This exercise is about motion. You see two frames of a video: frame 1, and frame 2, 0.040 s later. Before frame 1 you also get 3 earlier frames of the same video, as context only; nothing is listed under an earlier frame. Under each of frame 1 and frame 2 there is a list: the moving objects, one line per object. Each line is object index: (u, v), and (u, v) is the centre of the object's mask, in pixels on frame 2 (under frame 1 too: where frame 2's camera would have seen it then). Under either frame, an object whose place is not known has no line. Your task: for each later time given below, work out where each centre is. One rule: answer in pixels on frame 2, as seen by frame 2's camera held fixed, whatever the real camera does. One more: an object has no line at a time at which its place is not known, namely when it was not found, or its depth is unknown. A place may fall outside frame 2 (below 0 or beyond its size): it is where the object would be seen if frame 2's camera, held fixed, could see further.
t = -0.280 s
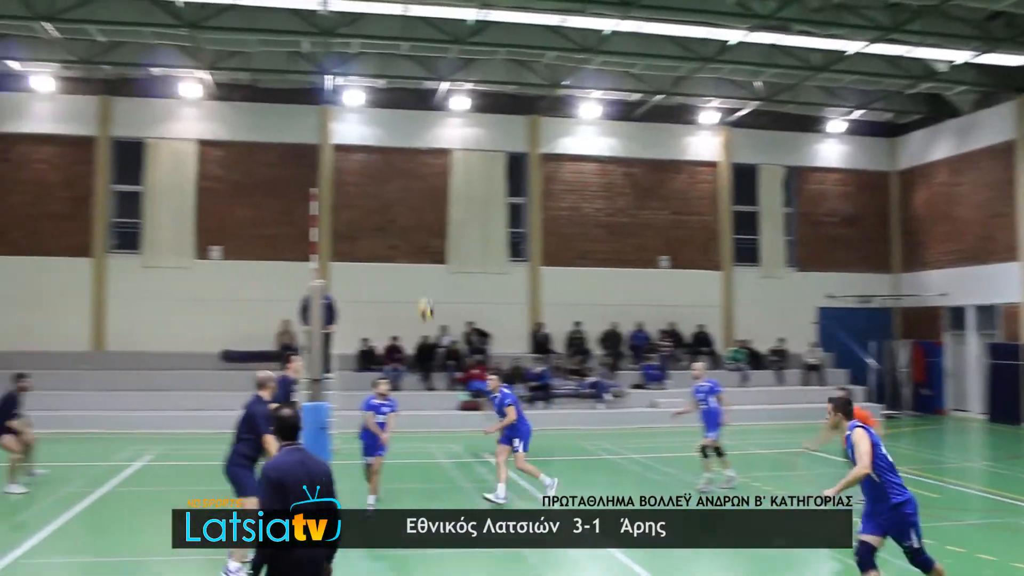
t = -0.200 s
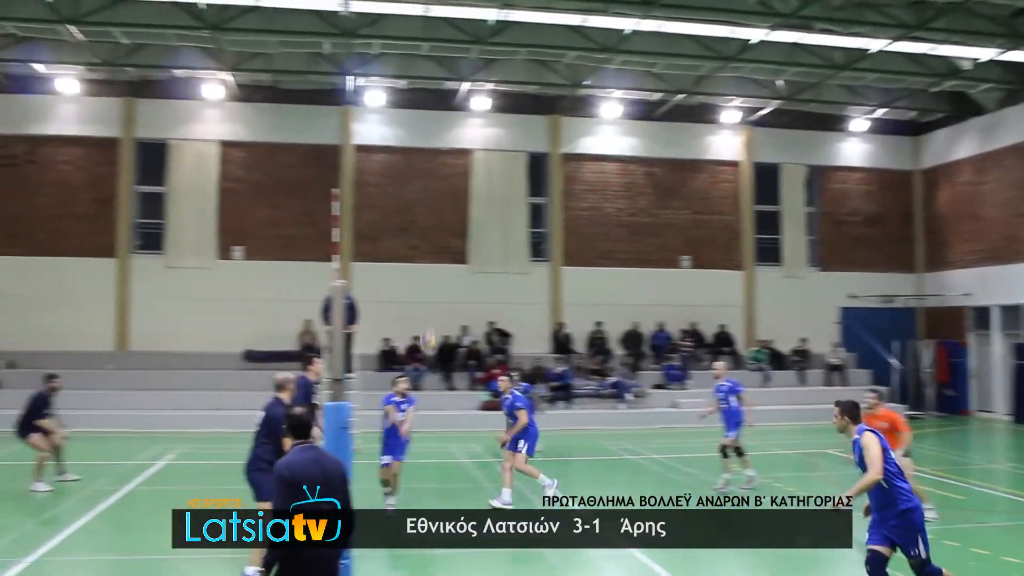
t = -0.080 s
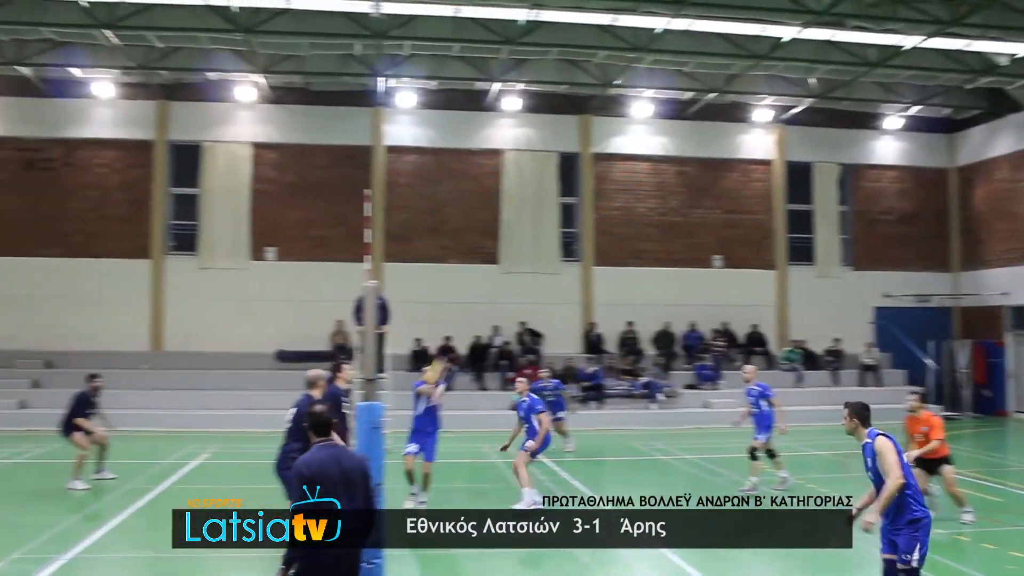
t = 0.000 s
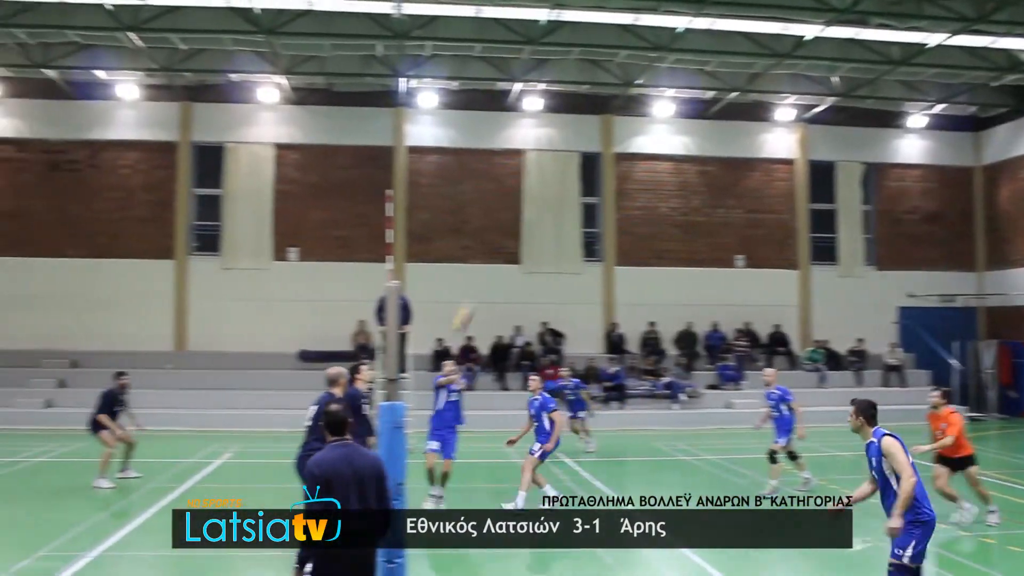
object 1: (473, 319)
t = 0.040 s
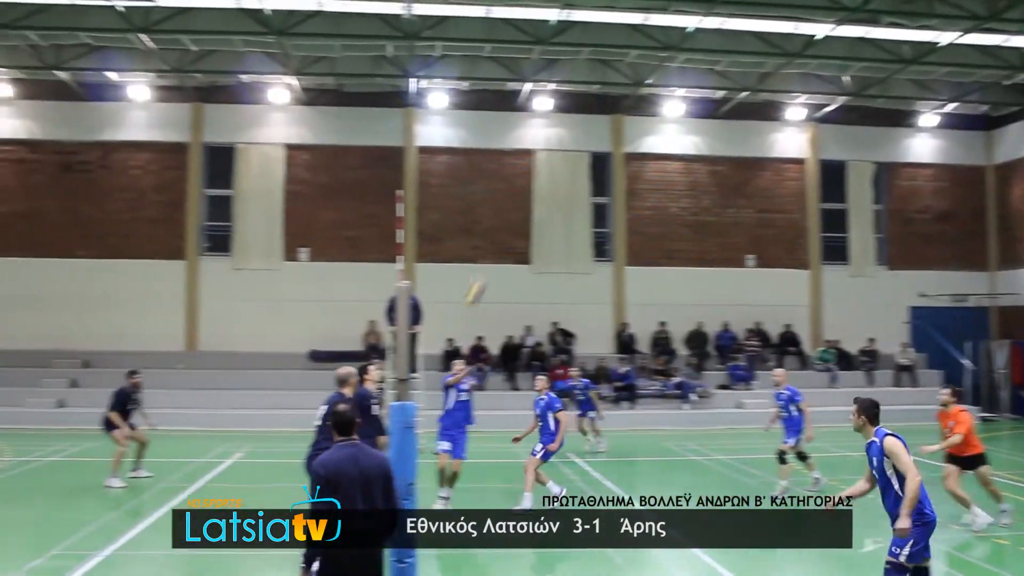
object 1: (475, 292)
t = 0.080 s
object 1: (478, 263)
